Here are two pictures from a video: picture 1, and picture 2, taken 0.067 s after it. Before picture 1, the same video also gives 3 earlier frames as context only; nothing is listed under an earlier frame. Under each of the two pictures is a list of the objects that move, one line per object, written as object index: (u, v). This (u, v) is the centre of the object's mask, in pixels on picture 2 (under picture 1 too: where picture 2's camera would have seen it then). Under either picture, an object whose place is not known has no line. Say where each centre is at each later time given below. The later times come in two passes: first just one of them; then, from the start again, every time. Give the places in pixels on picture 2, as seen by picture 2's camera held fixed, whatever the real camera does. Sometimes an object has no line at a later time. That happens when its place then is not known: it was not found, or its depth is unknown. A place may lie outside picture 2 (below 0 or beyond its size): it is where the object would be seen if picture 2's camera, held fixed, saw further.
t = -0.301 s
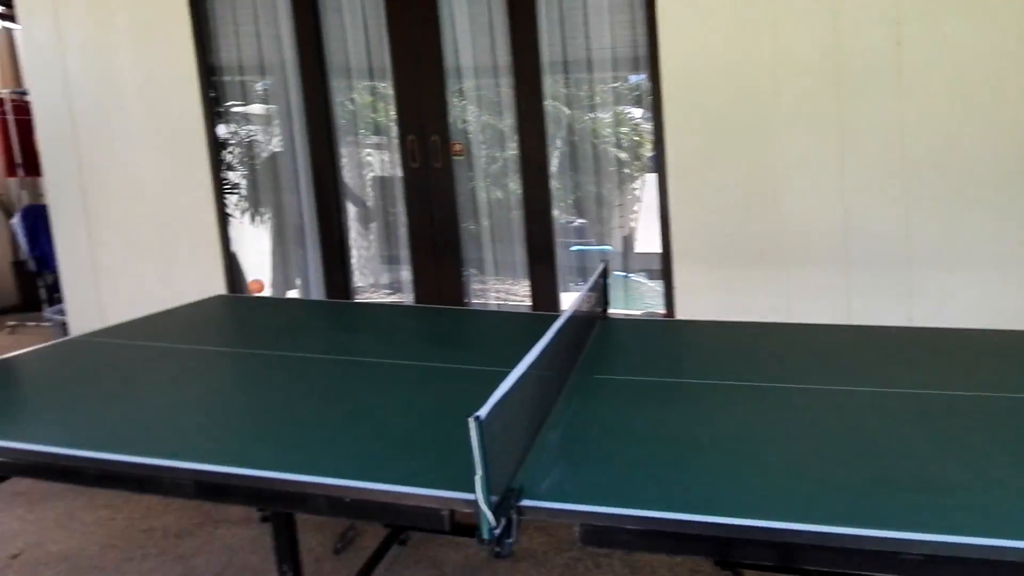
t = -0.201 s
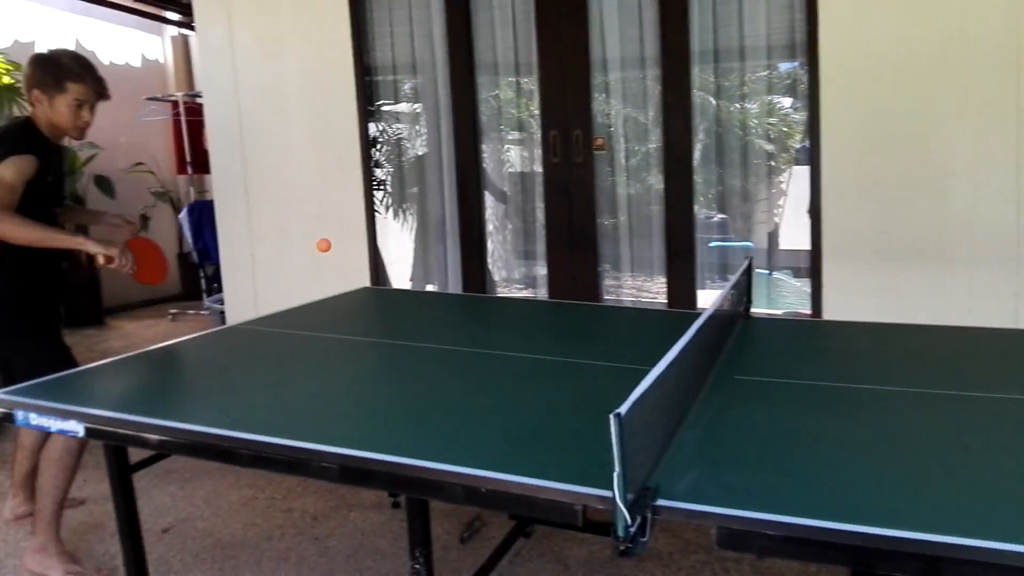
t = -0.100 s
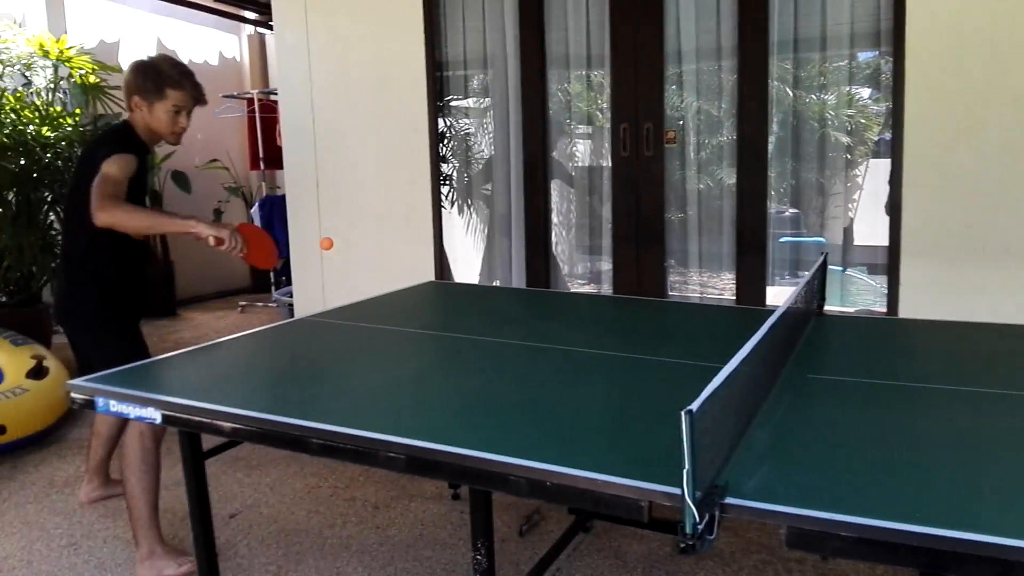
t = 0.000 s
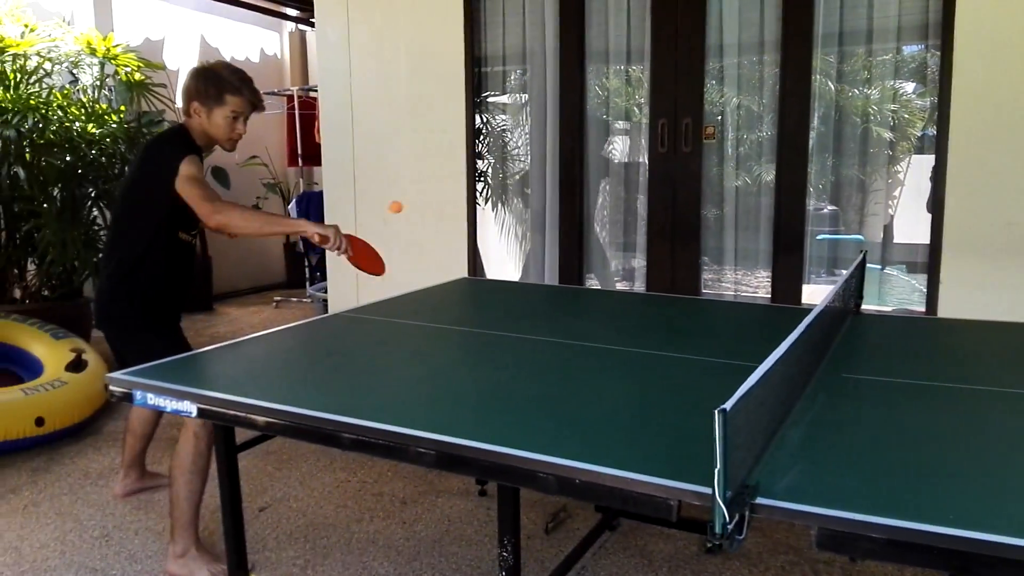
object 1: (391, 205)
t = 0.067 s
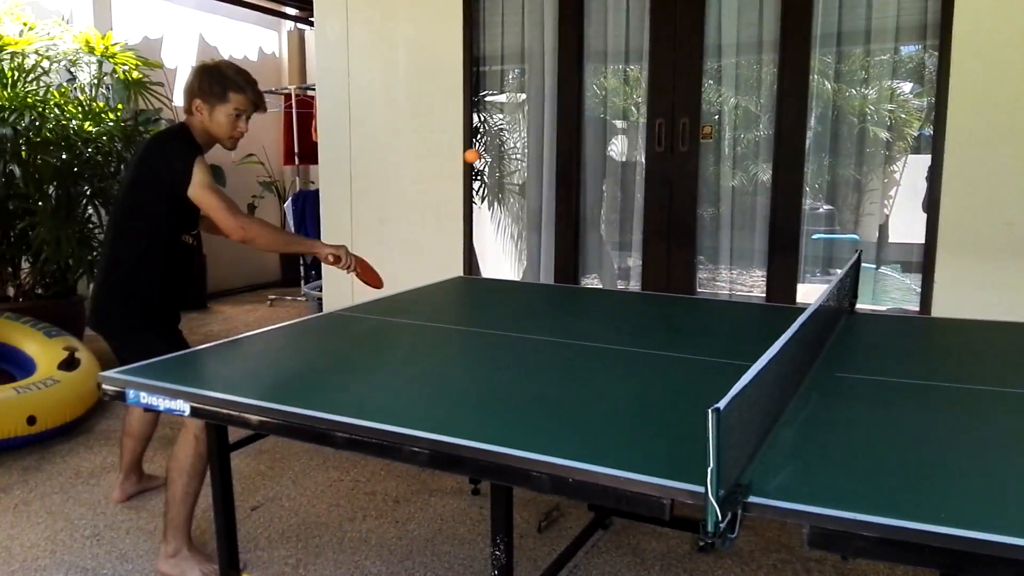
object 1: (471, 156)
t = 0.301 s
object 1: (767, 83)
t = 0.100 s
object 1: (512, 135)
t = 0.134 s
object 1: (553, 118)
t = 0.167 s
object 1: (595, 104)
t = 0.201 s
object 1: (635, 94)
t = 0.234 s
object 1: (681, 85)
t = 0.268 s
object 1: (724, 82)
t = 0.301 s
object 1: (767, 83)
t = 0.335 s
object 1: (810, 87)
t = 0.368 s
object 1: (853, 95)
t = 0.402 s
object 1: (897, 109)
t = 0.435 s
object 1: (940, 126)
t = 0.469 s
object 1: (983, 147)
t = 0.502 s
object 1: (1026, 174)
